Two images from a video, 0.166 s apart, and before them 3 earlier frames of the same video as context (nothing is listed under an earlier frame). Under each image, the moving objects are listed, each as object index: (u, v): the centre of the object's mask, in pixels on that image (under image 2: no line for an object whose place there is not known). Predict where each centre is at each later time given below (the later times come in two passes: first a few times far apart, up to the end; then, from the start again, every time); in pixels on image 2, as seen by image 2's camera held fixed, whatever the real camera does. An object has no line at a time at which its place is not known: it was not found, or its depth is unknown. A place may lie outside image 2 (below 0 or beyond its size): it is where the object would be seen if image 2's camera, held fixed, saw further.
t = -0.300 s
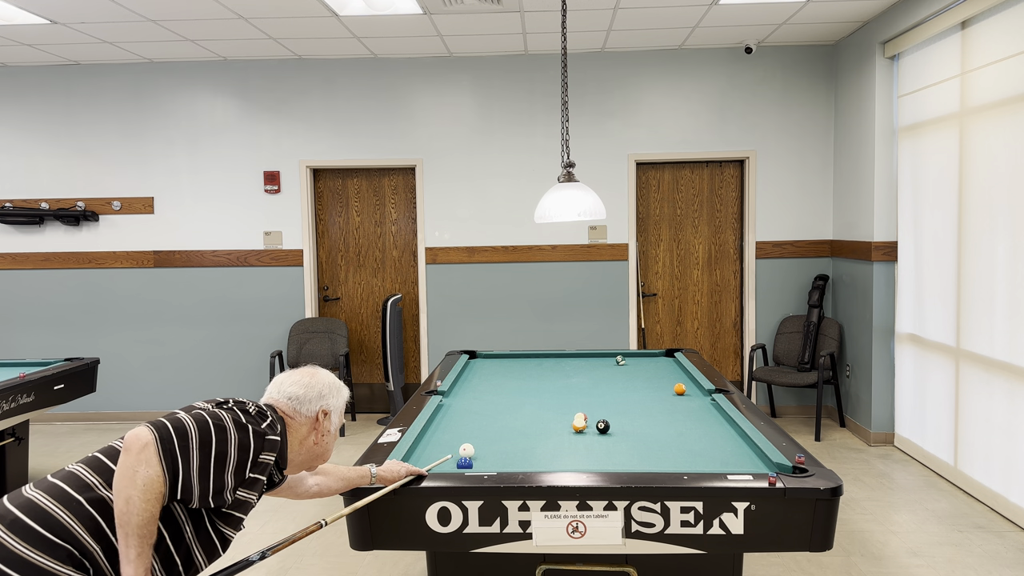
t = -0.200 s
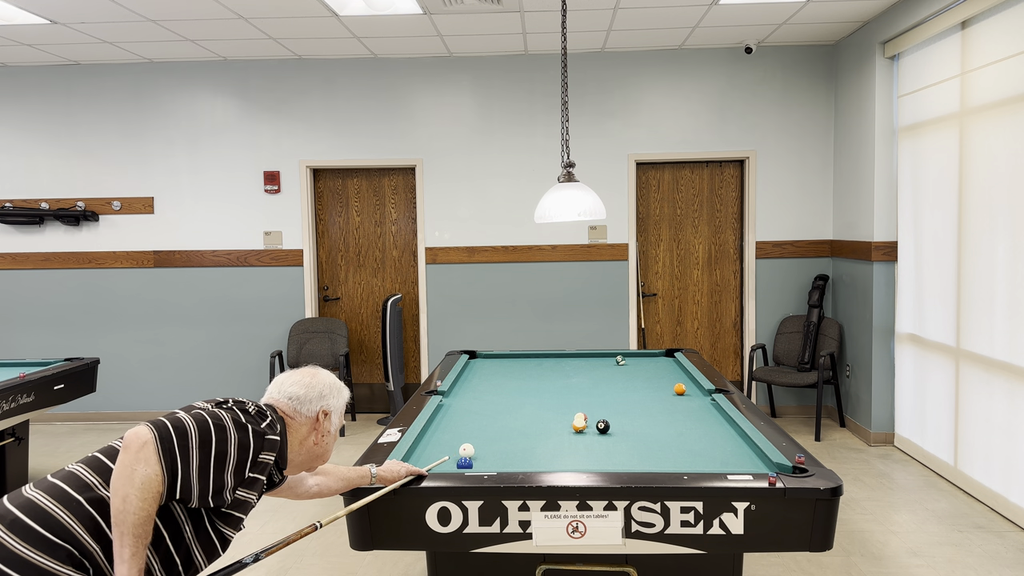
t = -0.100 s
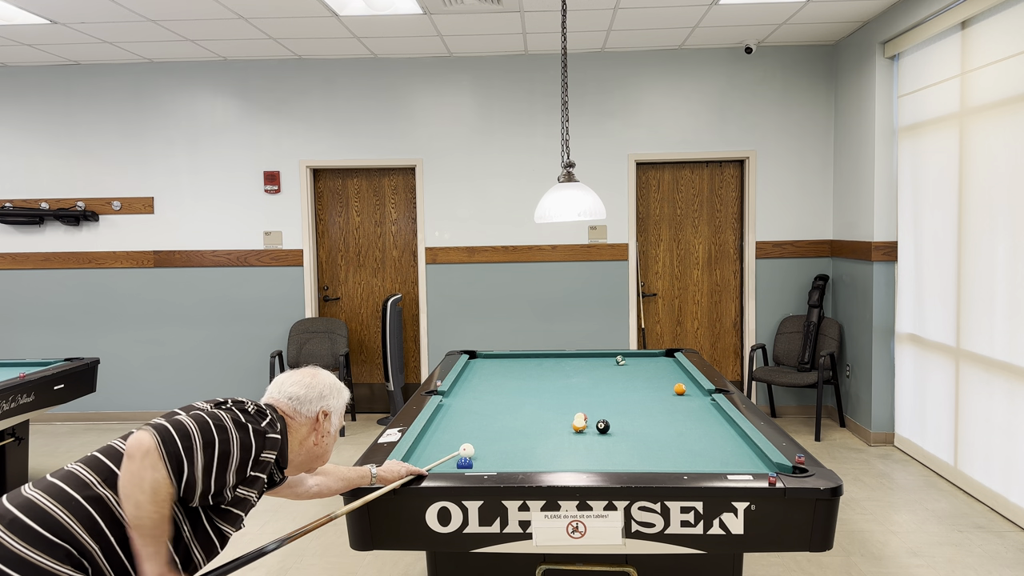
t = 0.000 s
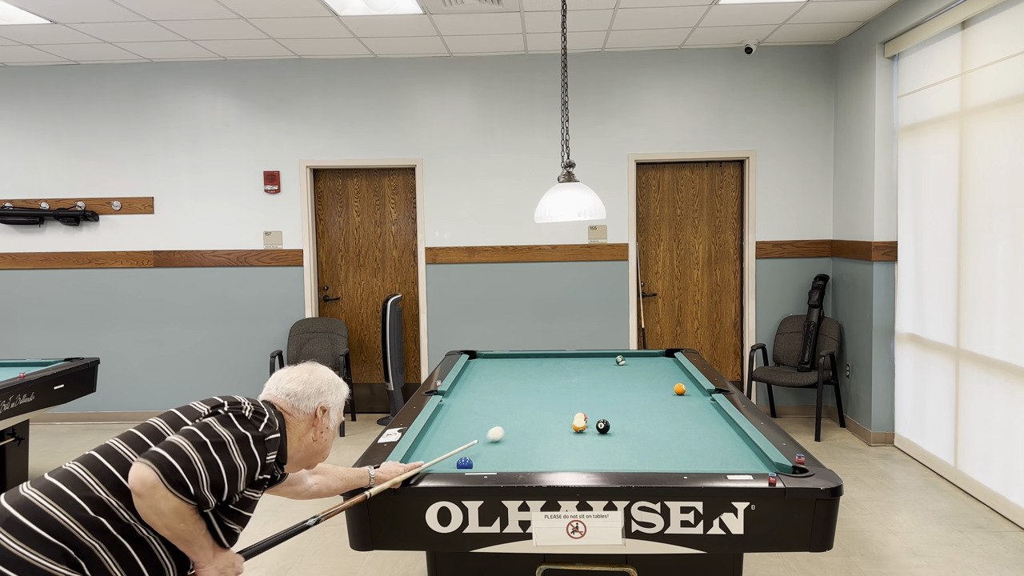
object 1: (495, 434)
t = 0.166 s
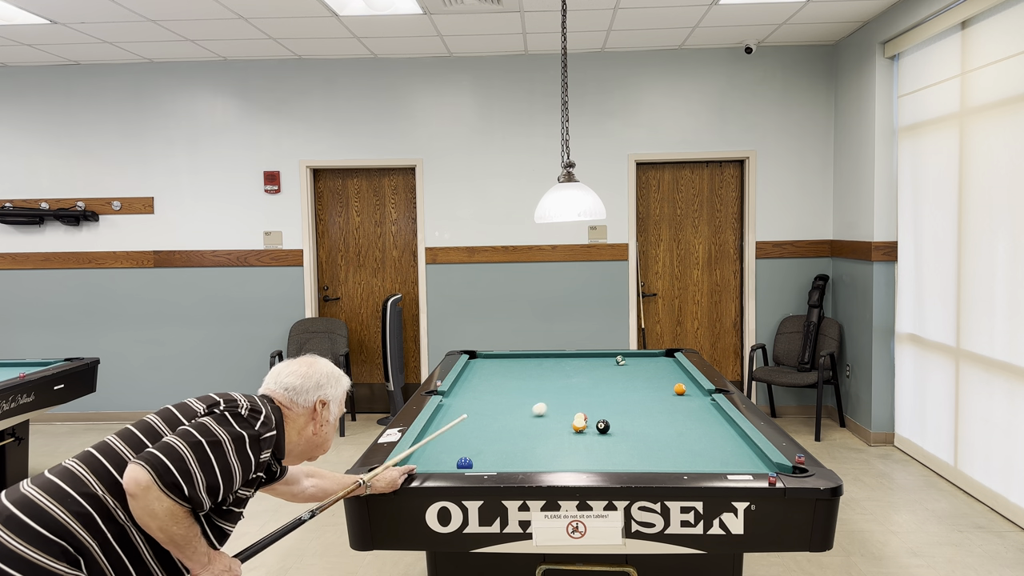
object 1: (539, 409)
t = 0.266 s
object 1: (560, 397)
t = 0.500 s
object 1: (600, 375)
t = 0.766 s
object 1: (646, 360)
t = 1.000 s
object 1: (657, 356)
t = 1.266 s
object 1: (632, 354)
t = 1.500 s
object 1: (615, 356)
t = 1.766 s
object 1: (595, 358)
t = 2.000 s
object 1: (578, 360)
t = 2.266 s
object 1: (559, 362)
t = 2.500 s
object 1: (543, 364)
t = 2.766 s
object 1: (525, 366)
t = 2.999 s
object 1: (509, 367)
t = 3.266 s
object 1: (492, 369)
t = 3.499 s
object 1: (478, 371)
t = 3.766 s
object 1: (464, 372)
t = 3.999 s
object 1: (470, 373)
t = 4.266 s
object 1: (476, 374)
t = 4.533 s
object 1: (481, 375)
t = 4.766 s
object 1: (486, 375)
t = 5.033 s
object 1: (490, 376)
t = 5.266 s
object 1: (492, 376)
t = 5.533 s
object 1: (495, 376)
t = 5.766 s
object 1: (496, 376)
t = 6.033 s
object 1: (497, 376)
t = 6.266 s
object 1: (497, 376)
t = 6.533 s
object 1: (497, 376)
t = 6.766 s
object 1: (497, 376)
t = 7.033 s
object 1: (497, 376)
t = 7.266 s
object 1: (497, 376)
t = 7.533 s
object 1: (497, 376)
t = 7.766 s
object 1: (497, 376)
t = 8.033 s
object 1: (497, 376)
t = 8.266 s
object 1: (497, 376)
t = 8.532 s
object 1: (497, 376)
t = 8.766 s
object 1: (497, 376)
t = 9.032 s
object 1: (497, 376)
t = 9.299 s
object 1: (497, 376)
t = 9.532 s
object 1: (497, 376)
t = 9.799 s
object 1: (497, 376)
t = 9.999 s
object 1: (497, 376)
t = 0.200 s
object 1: (546, 405)
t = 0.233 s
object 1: (554, 401)
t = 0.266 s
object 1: (560, 397)
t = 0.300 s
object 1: (567, 394)
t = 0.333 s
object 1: (573, 390)
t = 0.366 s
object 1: (579, 387)
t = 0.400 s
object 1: (584, 384)
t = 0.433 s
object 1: (590, 380)
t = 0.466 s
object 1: (595, 378)
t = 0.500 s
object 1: (600, 375)
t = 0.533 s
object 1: (605, 372)
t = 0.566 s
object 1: (610, 369)
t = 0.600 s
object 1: (614, 367)
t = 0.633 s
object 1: (619, 365)
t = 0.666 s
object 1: (623, 362)
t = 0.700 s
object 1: (630, 361)
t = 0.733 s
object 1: (638, 361)
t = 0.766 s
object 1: (646, 360)
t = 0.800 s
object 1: (653, 360)
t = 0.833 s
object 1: (660, 359)
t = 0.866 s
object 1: (666, 358)
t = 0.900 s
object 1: (671, 357)
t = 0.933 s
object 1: (666, 357)
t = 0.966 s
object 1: (661, 356)
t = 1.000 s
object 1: (657, 356)
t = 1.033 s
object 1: (654, 356)
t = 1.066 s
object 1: (650, 355)
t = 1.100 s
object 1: (647, 355)
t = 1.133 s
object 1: (644, 354)
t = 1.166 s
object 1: (641, 354)
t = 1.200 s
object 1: (638, 353)
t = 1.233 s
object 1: (635, 354)
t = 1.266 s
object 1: (632, 354)
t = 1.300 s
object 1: (630, 354)
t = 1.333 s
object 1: (627, 355)
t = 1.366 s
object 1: (625, 355)
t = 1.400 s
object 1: (622, 355)
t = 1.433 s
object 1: (620, 355)
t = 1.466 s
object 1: (617, 356)
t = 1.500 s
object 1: (615, 356)
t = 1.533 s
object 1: (612, 356)
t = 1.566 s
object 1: (610, 356)
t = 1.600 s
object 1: (607, 357)
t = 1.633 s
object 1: (605, 357)
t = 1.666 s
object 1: (602, 357)
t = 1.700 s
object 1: (600, 358)
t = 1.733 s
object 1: (598, 358)
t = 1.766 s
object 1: (595, 358)
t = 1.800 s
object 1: (593, 358)
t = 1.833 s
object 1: (590, 358)
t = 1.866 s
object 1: (588, 359)
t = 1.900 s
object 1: (585, 359)
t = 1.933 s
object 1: (583, 359)
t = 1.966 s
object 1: (580, 360)
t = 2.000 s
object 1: (578, 360)
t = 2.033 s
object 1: (576, 360)
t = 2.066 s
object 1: (573, 360)
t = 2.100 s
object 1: (571, 361)
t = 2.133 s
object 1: (568, 361)
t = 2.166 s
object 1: (566, 361)
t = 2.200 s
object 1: (564, 362)
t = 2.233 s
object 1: (561, 362)
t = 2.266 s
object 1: (559, 362)
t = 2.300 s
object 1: (557, 362)
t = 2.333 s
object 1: (554, 362)
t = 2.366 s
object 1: (552, 363)
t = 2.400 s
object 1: (550, 363)
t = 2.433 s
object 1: (547, 363)
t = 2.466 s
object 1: (545, 363)
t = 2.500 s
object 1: (543, 364)
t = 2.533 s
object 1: (541, 364)
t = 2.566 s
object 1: (538, 364)
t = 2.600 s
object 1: (536, 365)
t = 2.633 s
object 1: (534, 365)
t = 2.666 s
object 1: (532, 365)
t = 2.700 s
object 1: (529, 365)
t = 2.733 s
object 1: (527, 365)
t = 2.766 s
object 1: (525, 366)
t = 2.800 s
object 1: (523, 366)
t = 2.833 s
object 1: (520, 366)
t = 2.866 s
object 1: (518, 367)
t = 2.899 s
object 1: (516, 367)
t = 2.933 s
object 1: (514, 367)
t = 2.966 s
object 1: (512, 367)
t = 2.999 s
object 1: (509, 367)
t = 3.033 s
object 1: (507, 368)
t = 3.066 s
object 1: (505, 368)
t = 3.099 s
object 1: (503, 368)
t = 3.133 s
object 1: (501, 368)
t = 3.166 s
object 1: (499, 368)
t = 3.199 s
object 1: (497, 369)
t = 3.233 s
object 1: (494, 369)
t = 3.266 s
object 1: (492, 369)
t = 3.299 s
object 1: (490, 369)
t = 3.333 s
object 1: (488, 370)
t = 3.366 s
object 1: (486, 370)
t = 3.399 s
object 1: (484, 370)
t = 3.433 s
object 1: (482, 370)
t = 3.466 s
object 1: (480, 370)
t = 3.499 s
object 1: (478, 371)
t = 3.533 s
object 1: (476, 371)
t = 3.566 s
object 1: (474, 371)
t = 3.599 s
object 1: (472, 371)
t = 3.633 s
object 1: (470, 371)
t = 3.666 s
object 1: (468, 372)
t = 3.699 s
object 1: (466, 372)
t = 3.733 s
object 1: (465, 372)
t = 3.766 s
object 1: (464, 372)
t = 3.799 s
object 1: (464, 373)
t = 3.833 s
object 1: (465, 373)
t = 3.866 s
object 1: (466, 373)
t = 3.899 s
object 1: (467, 373)
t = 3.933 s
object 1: (468, 373)
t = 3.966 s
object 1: (469, 373)
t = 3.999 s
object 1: (470, 373)
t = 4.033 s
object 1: (471, 373)
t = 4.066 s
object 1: (471, 373)
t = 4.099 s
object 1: (472, 373)
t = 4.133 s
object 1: (473, 373)
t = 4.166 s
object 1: (474, 374)
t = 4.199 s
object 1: (474, 374)
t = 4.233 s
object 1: (475, 374)
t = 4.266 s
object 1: (476, 374)
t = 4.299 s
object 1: (477, 374)
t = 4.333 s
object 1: (477, 374)
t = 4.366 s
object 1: (478, 374)
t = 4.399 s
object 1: (479, 374)
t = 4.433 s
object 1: (480, 374)
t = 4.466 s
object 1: (480, 374)
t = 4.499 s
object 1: (481, 374)
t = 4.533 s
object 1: (481, 375)
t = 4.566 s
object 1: (482, 375)
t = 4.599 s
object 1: (483, 375)
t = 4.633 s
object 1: (483, 375)
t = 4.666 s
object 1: (484, 375)
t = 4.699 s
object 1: (485, 375)
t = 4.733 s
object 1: (485, 375)
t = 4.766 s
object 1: (486, 375)
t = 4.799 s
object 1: (486, 375)
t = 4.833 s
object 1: (487, 375)
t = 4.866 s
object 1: (487, 375)
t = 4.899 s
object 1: (488, 375)
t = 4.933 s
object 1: (488, 375)
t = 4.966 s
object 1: (489, 375)
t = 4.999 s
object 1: (489, 375)
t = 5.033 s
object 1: (490, 376)
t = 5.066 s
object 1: (490, 376)
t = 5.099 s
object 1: (491, 375)
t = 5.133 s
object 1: (491, 376)
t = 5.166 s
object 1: (491, 376)
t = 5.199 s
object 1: (492, 376)
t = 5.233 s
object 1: (492, 376)
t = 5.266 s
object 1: (492, 376)
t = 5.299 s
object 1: (493, 376)
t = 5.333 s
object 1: (493, 376)
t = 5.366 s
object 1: (494, 376)
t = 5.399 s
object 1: (494, 376)
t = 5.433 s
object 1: (494, 376)
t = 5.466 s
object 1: (494, 376)
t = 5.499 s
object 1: (495, 376)
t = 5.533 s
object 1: (495, 376)
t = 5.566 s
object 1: (495, 376)
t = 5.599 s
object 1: (495, 376)
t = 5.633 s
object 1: (496, 376)
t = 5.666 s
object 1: (496, 376)
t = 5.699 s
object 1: (496, 376)
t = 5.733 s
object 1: (496, 376)
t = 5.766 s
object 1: (496, 376)
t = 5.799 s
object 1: (496, 376)
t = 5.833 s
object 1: (496, 376)
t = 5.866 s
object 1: (497, 376)
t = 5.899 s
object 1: (497, 376)
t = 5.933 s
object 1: (497, 376)
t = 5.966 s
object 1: (497, 376)
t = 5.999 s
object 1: (497, 376)
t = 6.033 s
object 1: (497, 376)
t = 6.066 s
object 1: (497, 376)
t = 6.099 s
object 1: (497, 376)
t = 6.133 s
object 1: (497, 376)
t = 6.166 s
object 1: (497, 376)
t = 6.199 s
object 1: (497, 376)
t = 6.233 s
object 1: (497, 376)
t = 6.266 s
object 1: (497, 376)
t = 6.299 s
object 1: (497, 376)
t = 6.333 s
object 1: (497, 376)
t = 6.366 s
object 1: (497, 376)
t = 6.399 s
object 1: (497, 376)
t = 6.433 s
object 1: (497, 376)
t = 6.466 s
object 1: (497, 376)
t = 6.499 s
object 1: (497, 376)
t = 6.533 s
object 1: (497, 376)
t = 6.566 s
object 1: (497, 376)
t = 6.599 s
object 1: (497, 376)
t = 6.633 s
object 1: (497, 376)
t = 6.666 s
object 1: (497, 376)
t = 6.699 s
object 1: (497, 376)
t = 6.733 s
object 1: (497, 376)
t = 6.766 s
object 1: (497, 376)
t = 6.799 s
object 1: (497, 376)
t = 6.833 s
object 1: (497, 376)
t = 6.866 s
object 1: (497, 376)
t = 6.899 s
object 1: (497, 376)
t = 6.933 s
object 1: (497, 376)
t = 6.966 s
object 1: (497, 376)
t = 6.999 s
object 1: (497, 376)
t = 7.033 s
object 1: (497, 376)
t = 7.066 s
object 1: (497, 376)
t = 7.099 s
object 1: (497, 376)
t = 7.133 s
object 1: (497, 376)
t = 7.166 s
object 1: (497, 376)
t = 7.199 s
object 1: (497, 376)
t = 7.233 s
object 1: (497, 376)
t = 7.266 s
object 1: (497, 376)
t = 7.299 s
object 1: (497, 376)
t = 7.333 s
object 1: (497, 376)
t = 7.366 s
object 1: (497, 376)
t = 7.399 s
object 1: (497, 376)
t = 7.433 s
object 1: (497, 376)
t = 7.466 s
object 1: (497, 376)
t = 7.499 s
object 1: (497, 376)
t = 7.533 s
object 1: (497, 376)
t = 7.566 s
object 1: (497, 376)
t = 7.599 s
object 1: (497, 376)
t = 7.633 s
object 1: (497, 376)
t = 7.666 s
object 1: (497, 376)
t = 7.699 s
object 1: (497, 376)
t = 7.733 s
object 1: (497, 376)
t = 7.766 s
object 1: (497, 376)
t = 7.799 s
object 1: (497, 376)
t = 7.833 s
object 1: (497, 376)
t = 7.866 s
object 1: (497, 376)
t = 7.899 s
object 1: (497, 376)
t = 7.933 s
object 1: (497, 376)
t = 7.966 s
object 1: (497, 376)
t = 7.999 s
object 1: (497, 376)
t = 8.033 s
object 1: (497, 376)
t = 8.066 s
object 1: (497, 376)
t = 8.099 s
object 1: (497, 376)
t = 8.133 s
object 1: (497, 376)
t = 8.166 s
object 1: (497, 376)
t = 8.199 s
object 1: (497, 376)
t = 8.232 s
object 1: (497, 376)
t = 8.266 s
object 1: (497, 376)
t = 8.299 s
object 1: (497, 376)
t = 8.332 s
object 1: (497, 376)
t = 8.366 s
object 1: (497, 376)
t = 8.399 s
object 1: (497, 376)
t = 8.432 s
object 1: (497, 376)
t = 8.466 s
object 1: (497, 376)
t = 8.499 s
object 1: (497, 376)
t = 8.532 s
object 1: (497, 376)
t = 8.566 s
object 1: (497, 376)
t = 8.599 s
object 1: (497, 376)
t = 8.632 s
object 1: (497, 376)
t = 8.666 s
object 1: (497, 376)
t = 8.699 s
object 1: (497, 376)
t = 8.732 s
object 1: (497, 376)
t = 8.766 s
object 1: (497, 376)
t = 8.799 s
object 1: (497, 376)
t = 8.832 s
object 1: (497, 376)
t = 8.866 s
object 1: (497, 376)
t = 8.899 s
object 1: (497, 376)
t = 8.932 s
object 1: (497, 376)
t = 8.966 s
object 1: (497, 376)
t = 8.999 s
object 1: (497, 376)
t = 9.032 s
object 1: (497, 376)
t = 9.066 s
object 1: (497, 376)
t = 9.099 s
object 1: (497, 376)
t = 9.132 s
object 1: (497, 376)
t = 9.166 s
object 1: (497, 376)
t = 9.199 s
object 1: (497, 376)
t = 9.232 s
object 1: (497, 376)
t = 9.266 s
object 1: (497, 376)
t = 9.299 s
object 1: (497, 376)
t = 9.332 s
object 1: (497, 376)
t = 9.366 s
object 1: (497, 376)
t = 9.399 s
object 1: (497, 376)
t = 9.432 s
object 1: (497, 376)
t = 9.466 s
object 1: (497, 376)
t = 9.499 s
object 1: (497, 376)
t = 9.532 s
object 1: (497, 376)
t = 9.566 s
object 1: (497, 376)
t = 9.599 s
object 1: (497, 376)
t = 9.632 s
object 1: (497, 376)
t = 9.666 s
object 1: (497, 376)
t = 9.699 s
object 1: (497, 376)
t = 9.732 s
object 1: (497, 376)
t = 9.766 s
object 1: (497, 376)
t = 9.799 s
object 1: (497, 376)
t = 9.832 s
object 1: (497, 376)
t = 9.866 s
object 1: (497, 376)
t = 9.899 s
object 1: (497, 376)
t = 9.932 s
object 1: (497, 376)
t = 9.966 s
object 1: (497, 376)
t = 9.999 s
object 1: (497, 376)
